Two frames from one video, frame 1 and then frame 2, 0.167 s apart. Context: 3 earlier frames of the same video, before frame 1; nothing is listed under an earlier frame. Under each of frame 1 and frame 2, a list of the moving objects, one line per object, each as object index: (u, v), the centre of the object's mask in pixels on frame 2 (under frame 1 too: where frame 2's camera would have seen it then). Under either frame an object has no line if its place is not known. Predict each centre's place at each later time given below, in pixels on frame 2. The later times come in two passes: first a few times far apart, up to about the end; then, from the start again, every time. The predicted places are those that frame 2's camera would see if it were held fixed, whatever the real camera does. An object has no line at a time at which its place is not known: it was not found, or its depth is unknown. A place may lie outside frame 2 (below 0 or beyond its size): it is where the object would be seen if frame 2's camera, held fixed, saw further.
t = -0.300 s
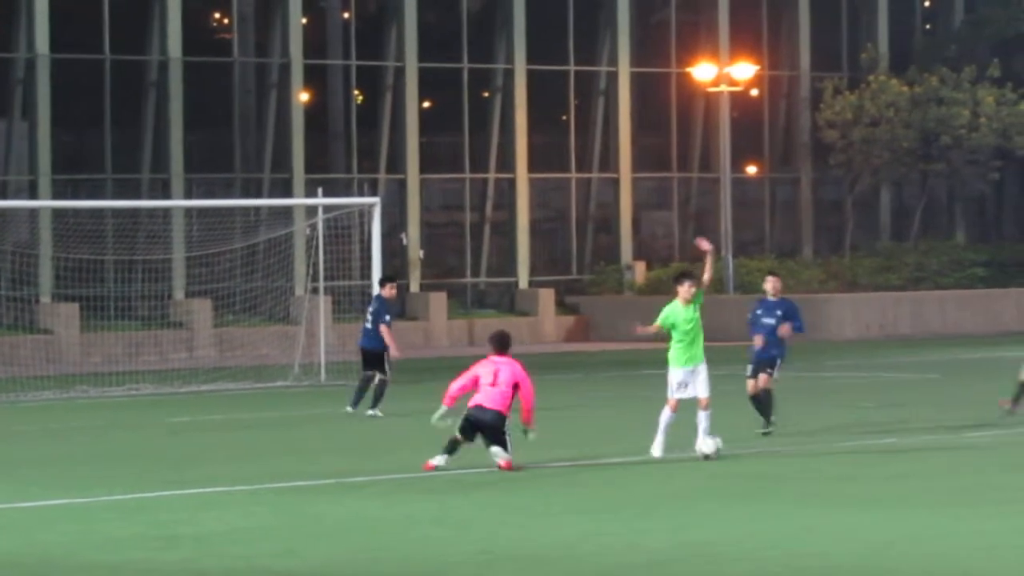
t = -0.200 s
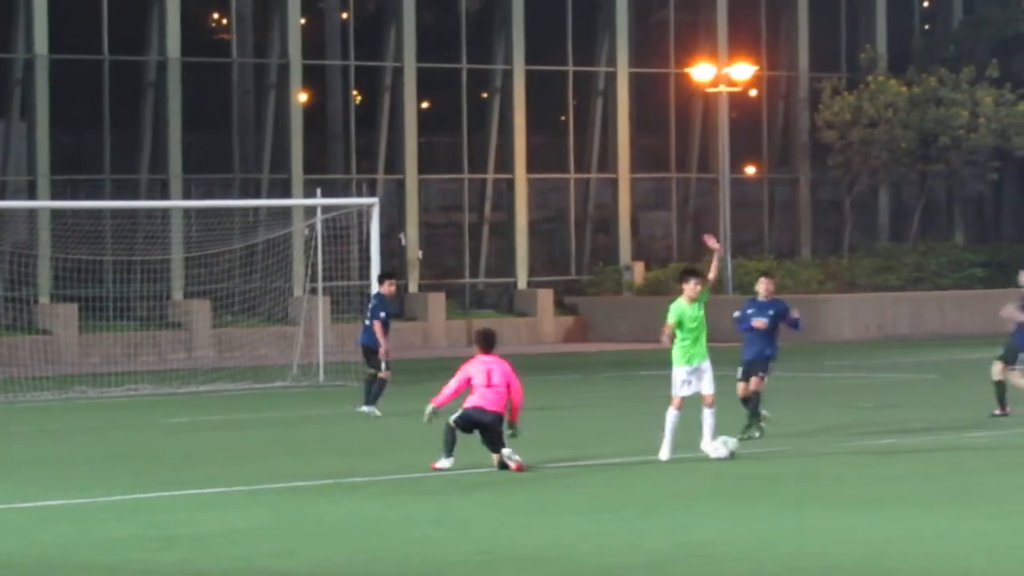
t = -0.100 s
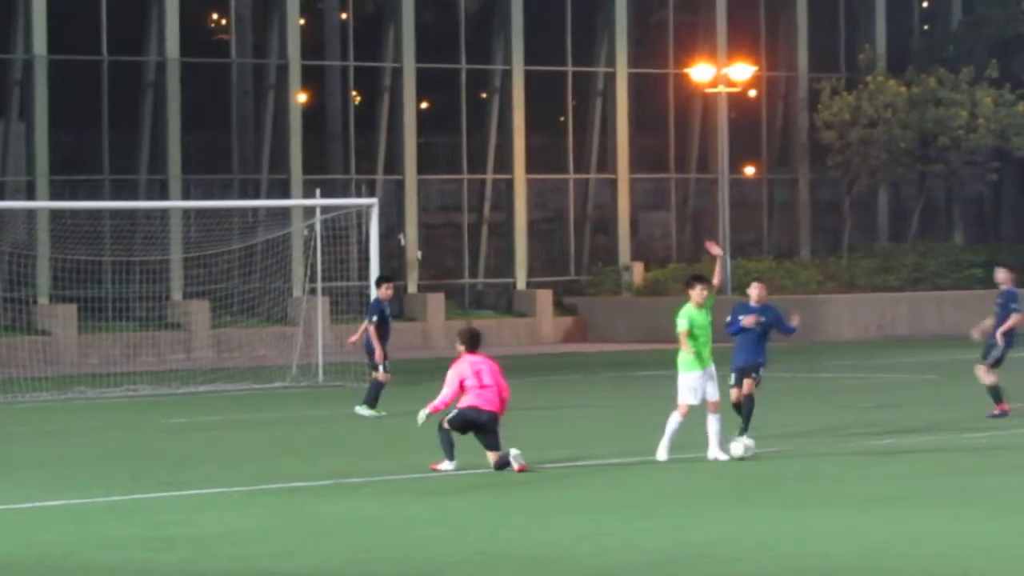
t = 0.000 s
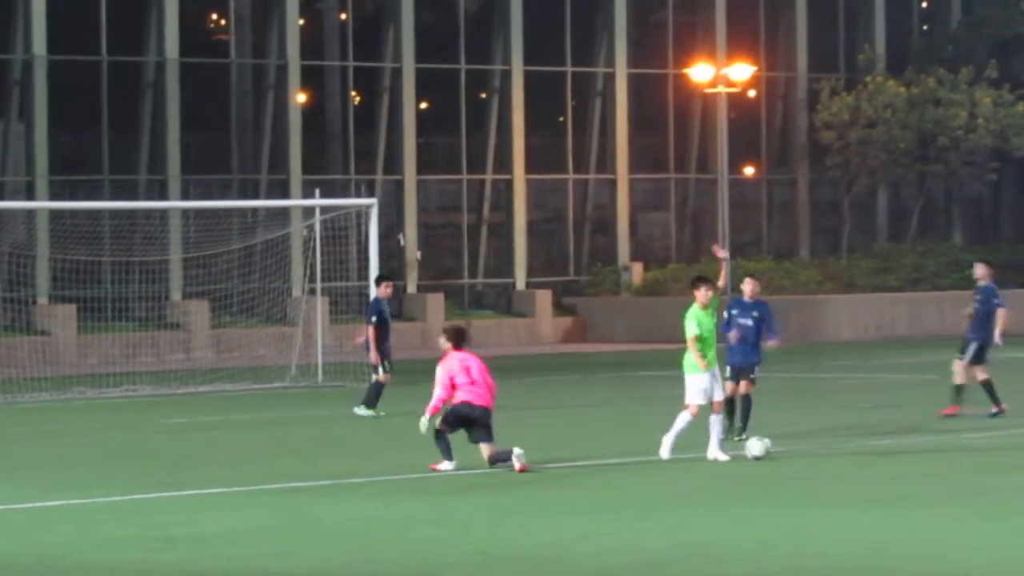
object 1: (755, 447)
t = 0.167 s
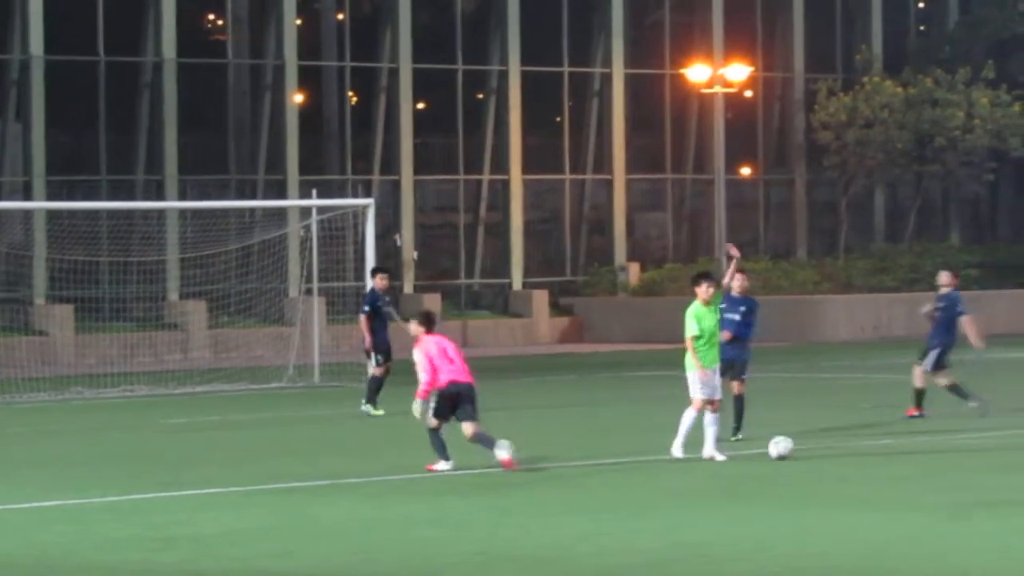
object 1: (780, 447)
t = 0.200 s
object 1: (786, 447)
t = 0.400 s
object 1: (817, 447)
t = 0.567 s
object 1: (842, 448)
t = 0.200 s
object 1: (786, 447)
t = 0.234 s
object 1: (791, 447)
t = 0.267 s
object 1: (795, 447)
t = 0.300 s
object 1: (802, 447)
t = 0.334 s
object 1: (806, 448)
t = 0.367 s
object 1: (812, 448)
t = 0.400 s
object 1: (817, 447)
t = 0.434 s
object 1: (822, 447)
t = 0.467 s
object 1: (828, 448)
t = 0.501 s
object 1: (833, 448)
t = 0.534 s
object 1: (837, 448)
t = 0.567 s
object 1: (842, 448)
